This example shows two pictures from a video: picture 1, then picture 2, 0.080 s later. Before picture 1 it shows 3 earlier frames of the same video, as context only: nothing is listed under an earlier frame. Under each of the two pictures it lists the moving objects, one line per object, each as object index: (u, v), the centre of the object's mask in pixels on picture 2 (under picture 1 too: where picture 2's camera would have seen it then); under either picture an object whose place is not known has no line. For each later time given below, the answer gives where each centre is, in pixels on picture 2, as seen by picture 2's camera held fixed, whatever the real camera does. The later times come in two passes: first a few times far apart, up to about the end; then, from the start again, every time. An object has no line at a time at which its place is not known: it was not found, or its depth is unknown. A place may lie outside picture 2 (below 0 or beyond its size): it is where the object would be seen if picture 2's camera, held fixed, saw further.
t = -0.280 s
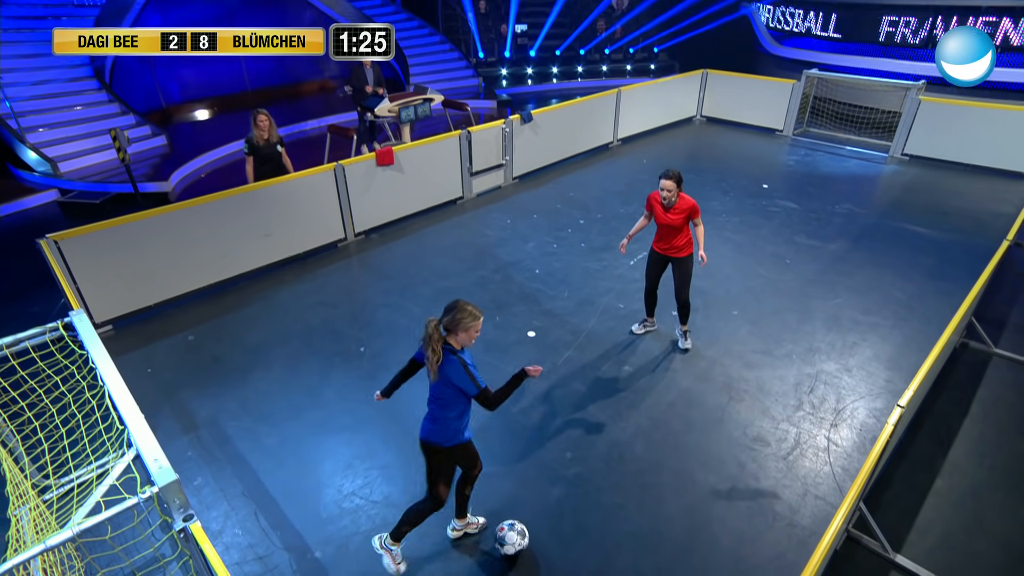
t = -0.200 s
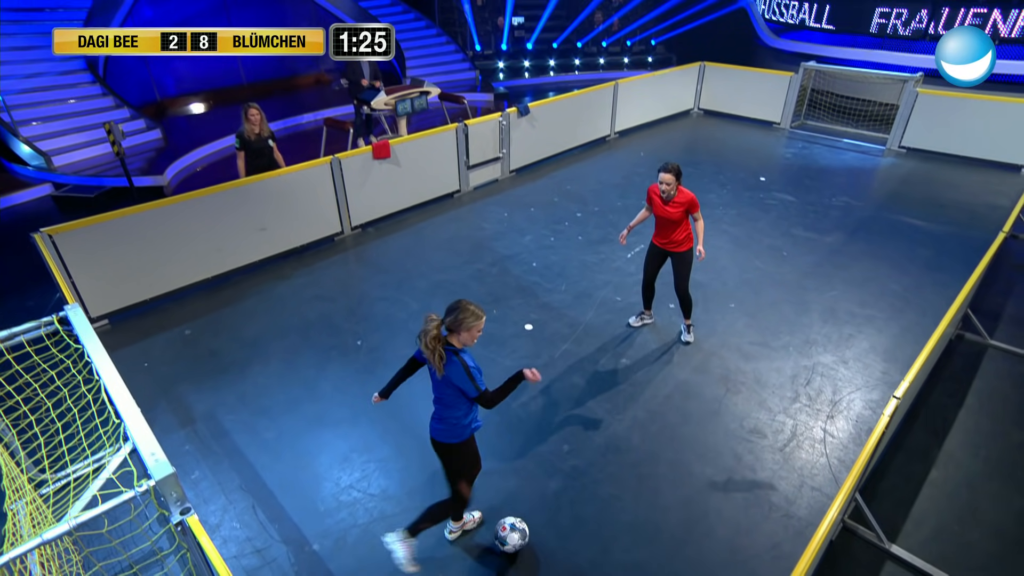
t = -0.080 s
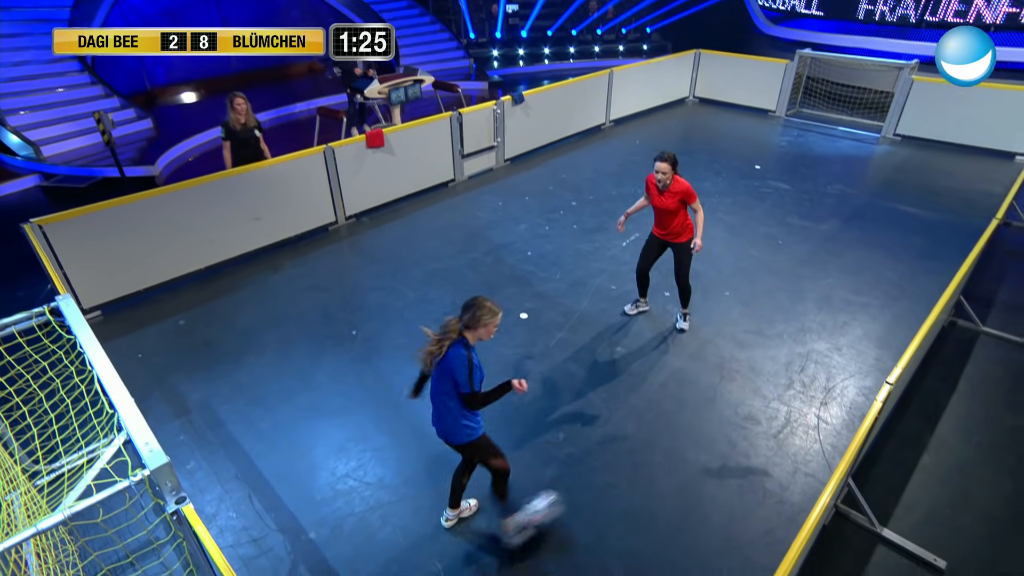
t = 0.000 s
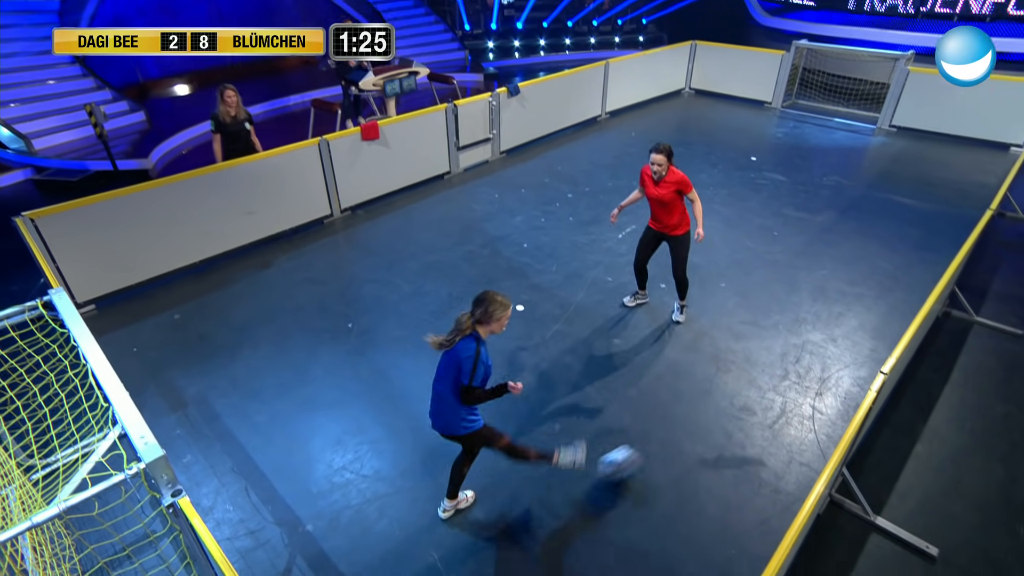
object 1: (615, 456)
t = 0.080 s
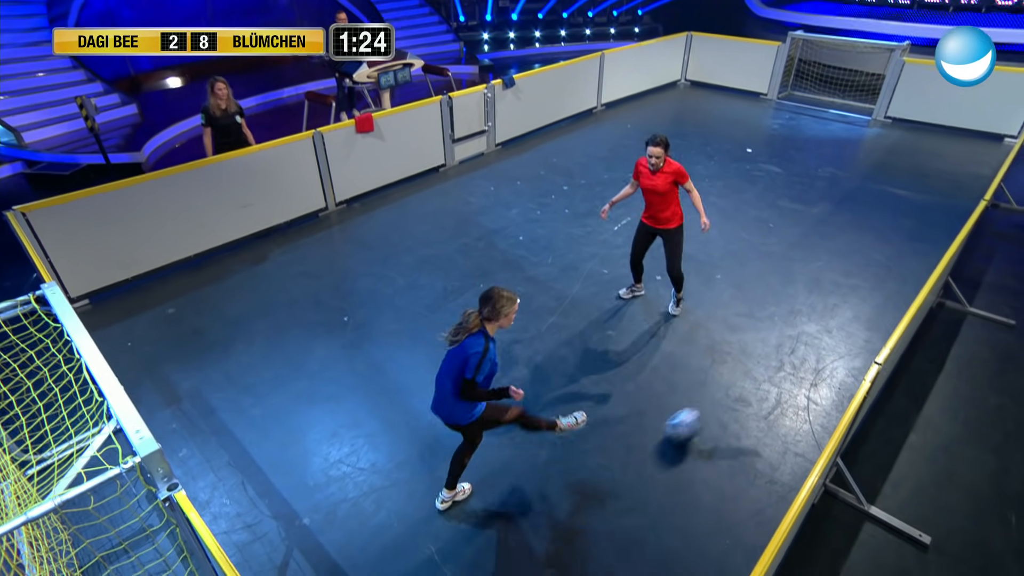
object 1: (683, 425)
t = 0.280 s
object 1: (806, 366)
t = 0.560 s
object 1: (898, 310)
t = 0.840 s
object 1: (906, 269)
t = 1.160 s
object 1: (914, 234)
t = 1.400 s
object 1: (920, 212)
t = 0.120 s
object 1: (712, 412)
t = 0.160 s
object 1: (739, 399)
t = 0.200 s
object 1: (763, 388)
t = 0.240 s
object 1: (786, 376)
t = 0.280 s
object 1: (806, 366)
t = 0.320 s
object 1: (825, 358)
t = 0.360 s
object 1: (843, 350)
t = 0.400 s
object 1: (859, 340)
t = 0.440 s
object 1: (875, 333)
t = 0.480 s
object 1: (886, 324)
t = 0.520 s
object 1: (895, 317)
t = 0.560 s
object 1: (898, 310)
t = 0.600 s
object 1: (900, 303)
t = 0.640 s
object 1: (902, 297)
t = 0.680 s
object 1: (903, 291)
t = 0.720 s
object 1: (904, 284)
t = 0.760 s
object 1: (904, 279)
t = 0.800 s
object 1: (905, 274)
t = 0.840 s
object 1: (906, 269)
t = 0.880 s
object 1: (907, 264)
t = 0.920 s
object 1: (909, 259)
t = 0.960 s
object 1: (909, 255)
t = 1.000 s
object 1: (911, 250)
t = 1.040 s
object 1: (912, 246)
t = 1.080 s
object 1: (913, 242)
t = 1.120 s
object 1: (914, 238)
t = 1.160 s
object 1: (914, 234)
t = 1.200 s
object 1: (915, 230)
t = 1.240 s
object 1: (917, 226)
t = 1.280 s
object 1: (918, 223)
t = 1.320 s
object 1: (918, 219)
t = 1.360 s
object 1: (919, 215)
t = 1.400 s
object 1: (920, 212)
